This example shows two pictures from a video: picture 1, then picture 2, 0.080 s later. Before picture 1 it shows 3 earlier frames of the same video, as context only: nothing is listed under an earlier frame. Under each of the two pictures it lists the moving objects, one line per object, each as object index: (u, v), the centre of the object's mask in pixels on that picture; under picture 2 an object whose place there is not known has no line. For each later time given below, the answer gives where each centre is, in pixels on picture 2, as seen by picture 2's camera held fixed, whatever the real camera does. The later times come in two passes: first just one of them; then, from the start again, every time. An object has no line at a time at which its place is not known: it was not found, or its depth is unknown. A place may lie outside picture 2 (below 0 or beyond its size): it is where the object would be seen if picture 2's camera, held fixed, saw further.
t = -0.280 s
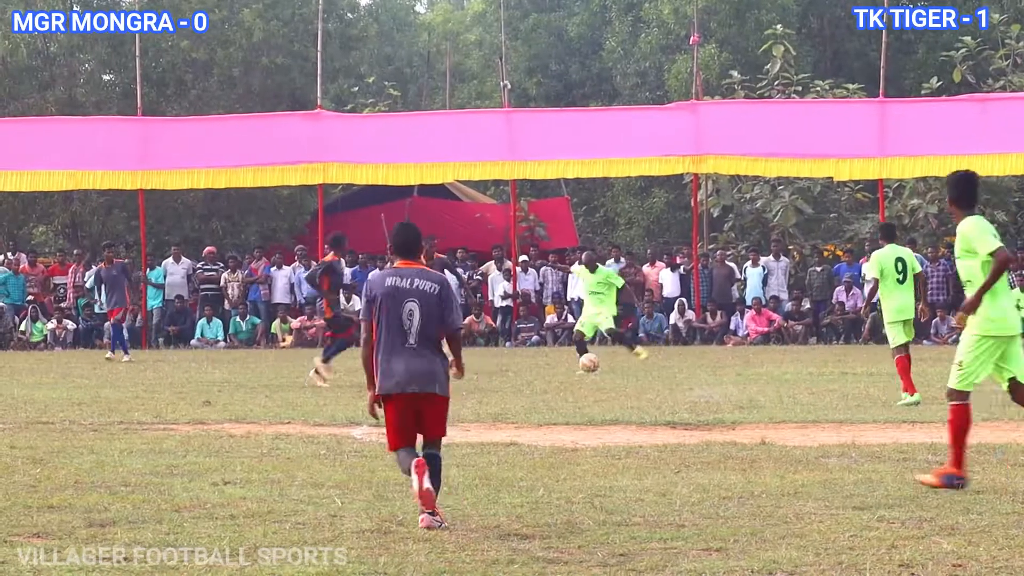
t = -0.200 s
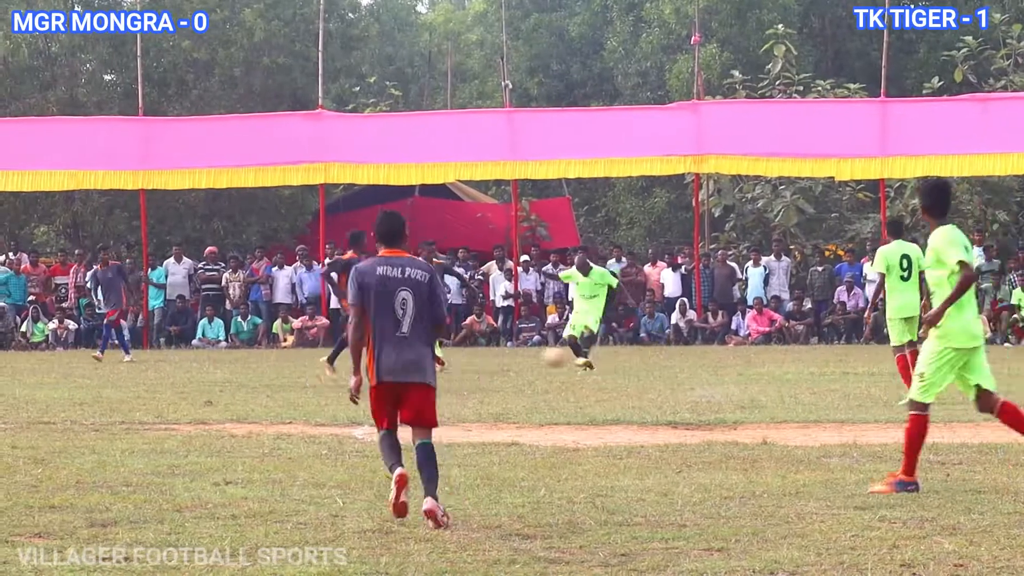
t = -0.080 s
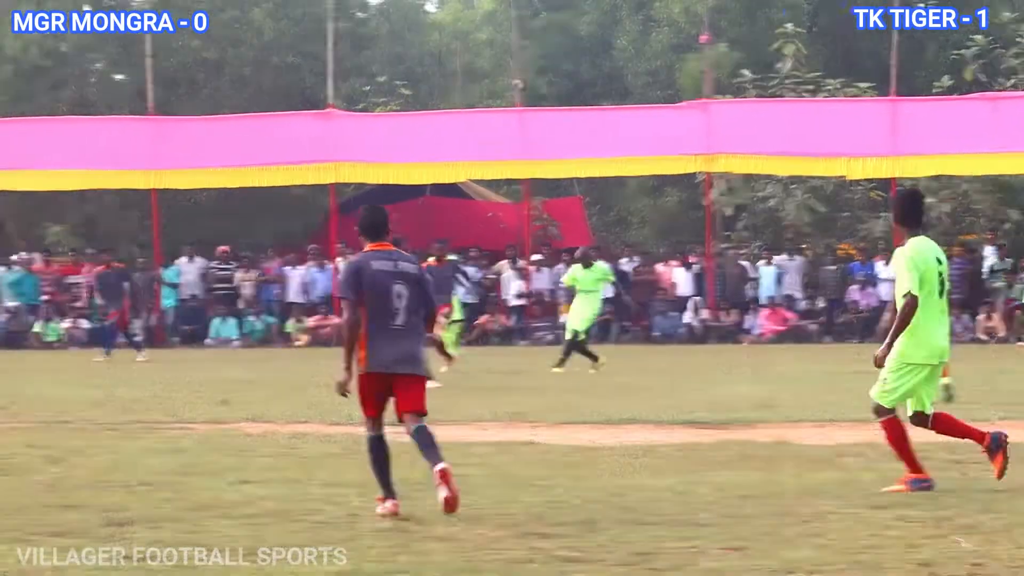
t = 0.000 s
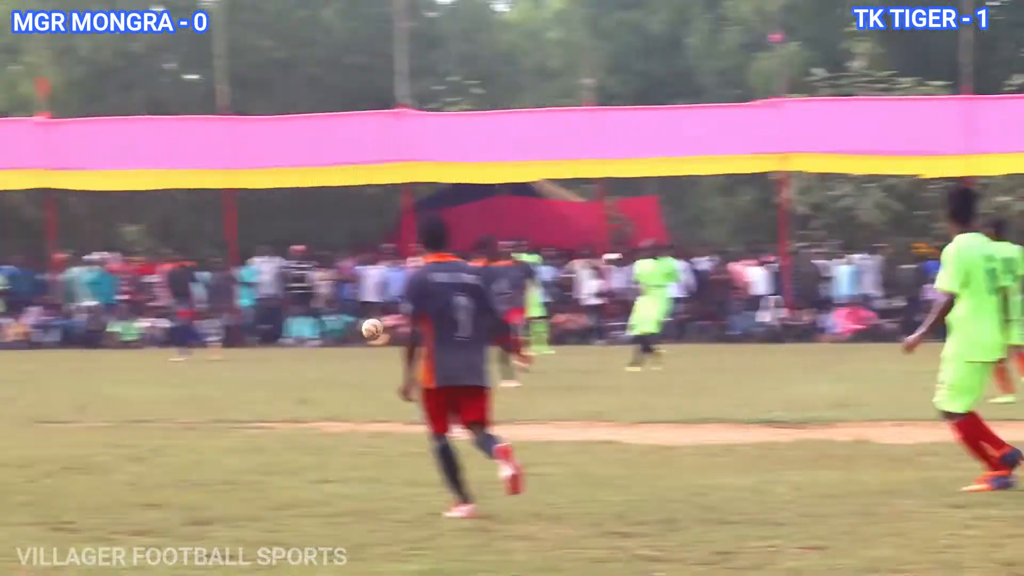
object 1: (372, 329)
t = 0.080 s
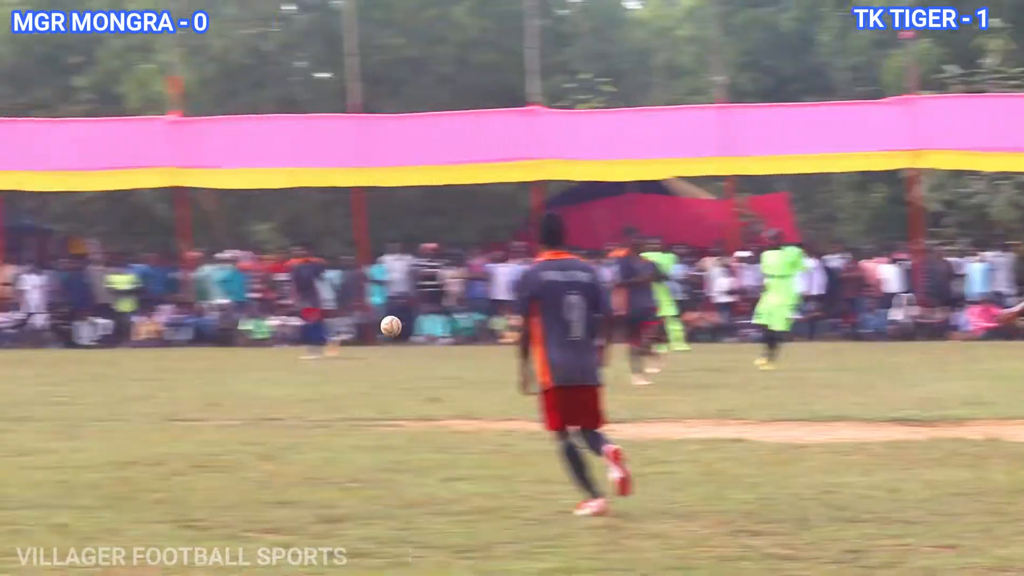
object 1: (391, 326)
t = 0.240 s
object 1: (159, 346)
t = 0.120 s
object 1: (335, 330)
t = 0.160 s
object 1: (278, 334)
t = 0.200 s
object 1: (220, 339)
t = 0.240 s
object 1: (159, 346)
